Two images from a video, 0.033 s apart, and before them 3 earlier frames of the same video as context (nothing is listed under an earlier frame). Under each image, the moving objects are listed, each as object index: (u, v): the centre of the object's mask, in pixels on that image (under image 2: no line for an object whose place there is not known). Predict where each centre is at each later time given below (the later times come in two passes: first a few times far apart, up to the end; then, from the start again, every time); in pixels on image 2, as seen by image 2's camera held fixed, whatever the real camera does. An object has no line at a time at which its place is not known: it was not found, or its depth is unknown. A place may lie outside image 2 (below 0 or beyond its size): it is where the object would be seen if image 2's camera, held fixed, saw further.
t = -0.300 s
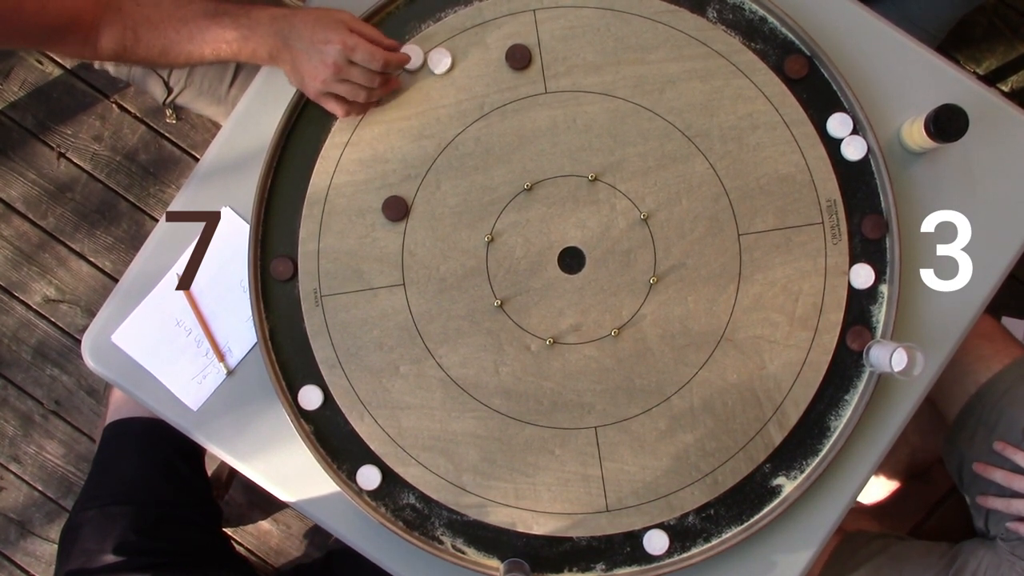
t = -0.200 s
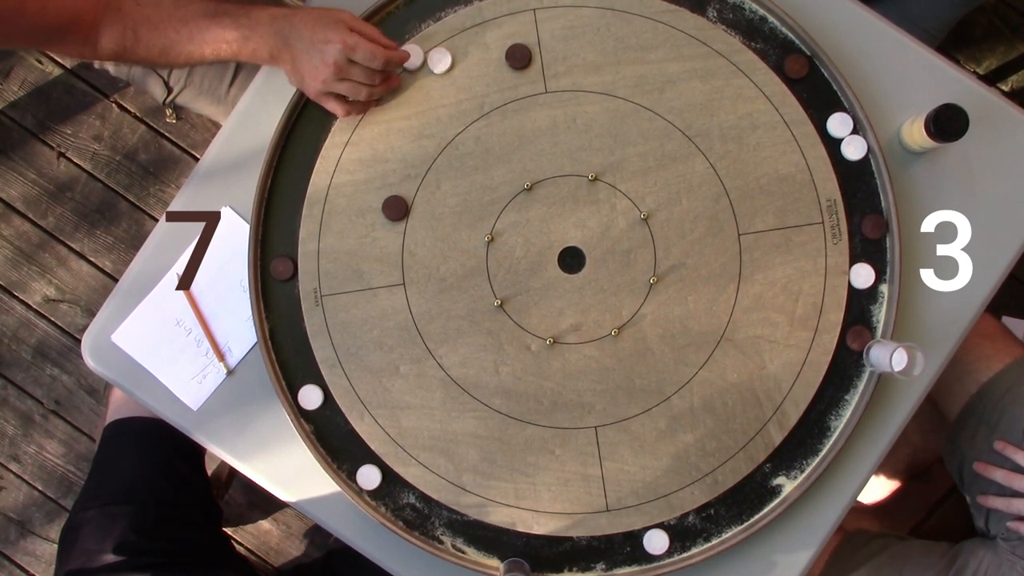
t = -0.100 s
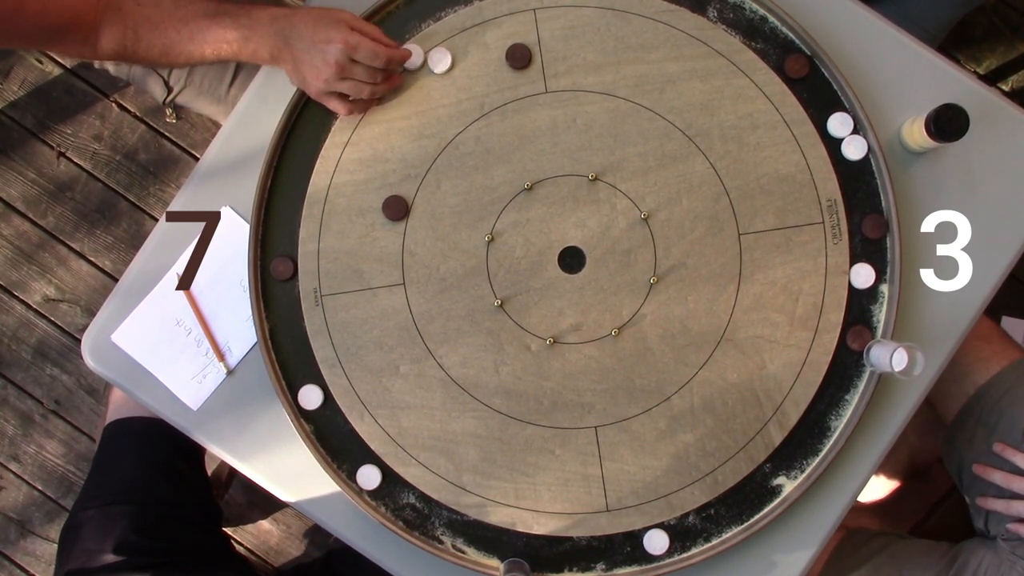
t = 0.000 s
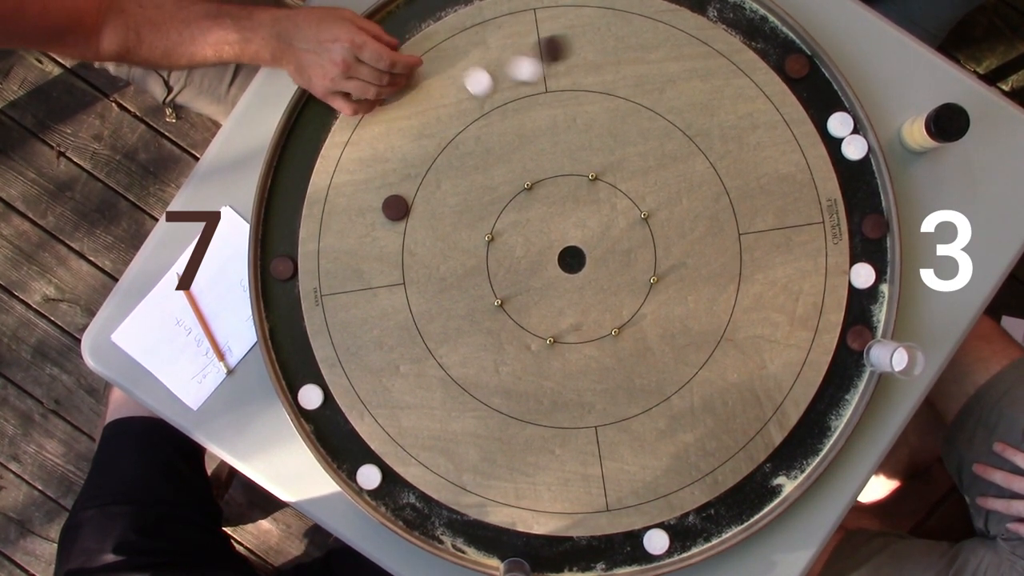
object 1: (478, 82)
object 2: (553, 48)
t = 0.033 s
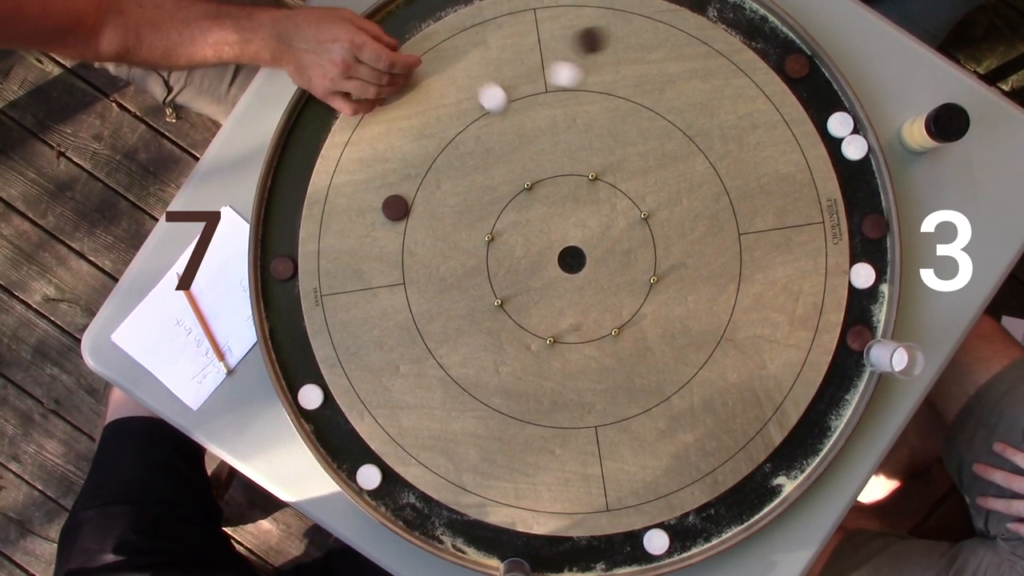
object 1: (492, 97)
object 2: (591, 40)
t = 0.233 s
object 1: (572, 184)
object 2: (764, 38)
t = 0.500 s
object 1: (648, 260)
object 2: (786, 55)
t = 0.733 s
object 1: (649, 238)
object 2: (780, 59)
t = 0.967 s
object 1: (650, 244)
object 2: (780, 59)
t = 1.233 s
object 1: (649, 244)
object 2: (779, 59)
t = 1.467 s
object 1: (649, 244)
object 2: (779, 58)
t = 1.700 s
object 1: (650, 244)
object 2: (780, 59)
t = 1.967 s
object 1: (649, 244)
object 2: (780, 59)
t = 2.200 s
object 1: (650, 244)
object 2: (780, 59)
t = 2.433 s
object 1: (650, 244)
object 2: (780, 59)
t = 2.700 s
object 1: (649, 244)
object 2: (780, 59)
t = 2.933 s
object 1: (649, 244)
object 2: (780, 59)
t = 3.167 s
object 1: (649, 244)
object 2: (780, 59)
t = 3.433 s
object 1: (649, 244)
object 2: (780, 59)
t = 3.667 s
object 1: (649, 244)
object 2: (780, 59)
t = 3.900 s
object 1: (649, 244)
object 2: (780, 59)
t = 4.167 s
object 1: (649, 244)
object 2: (780, 59)
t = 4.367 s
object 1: (649, 244)
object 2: (780, 59)
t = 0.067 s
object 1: (507, 113)
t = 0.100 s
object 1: (520, 128)
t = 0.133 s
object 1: (534, 143)
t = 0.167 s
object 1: (547, 157)
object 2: (732, 11)
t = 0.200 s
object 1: (560, 170)
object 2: (750, 27)
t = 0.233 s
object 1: (572, 184)
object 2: (764, 38)
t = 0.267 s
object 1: (583, 195)
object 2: (782, 43)
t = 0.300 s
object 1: (593, 206)
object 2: (782, 51)
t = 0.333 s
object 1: (603, 216)
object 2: (780, 59)
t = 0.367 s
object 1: (613, 225)
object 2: (784, 56)
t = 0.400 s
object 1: (622, 234)
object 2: (788, 54)
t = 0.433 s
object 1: (631, 244)
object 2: (791, 51)
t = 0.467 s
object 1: (640, 252)
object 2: (788, 54)
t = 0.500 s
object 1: (648, 260)
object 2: (786, 55)
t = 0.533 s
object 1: (650, 258)
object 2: (783, 57)
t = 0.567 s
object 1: (649, 251)
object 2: (780, 59)
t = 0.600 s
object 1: (649, 244)
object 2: (780, 59)
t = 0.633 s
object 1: (649, 239)
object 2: (780, 59)
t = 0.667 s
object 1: (649, 233)
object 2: (780, 59)
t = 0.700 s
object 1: (649, 235)
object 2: (780, 59)
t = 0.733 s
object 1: (649, 238)
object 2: (780, 59)
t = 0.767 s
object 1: (649, 241)
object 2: (780, 59)
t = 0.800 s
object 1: (649, 243)
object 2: (780, 59)
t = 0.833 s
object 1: (649, 244)
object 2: (780, 59)
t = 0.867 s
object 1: (649, 244)
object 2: (780, 59)
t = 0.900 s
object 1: (649, 244)
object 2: (780, 59)
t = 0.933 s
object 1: (649, 244)
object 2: (779, 58)
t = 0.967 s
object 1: (650, 244)
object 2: (780, 59)
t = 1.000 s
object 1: (649, 244)
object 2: (780, 59)
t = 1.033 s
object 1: (649, 244)
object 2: (780, 59)
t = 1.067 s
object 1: (649, 244)
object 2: (780, 59)
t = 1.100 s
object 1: (650, 244)
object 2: (780, 59)
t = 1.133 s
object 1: (650, 244)
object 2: (779, 58)
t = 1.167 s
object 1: (650, 244)
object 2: (780, 58)
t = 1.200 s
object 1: (650, 244)
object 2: (780, 59)
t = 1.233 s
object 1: (649, 244)
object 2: (779, 59)
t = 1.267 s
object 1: (649, 244)
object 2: (780, 58)
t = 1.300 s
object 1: (649, 244)
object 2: (780, 59)
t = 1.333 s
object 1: (649, 244)
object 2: (780, 59)
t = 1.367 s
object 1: (649, 244)
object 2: (780, 59)
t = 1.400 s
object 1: (650, 244)
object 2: (780, 59)
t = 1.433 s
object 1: (650, 244)
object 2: (780, 58)
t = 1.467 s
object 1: (649, 244)
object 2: (779, 58)
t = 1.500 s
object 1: (649, 244)
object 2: (780, 59)
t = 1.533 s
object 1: (650, 244)
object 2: (780, 59)
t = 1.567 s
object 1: (650, 244)
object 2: (780, 59)
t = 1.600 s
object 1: (649, 244)
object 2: (780, 59)
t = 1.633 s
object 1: (650, 244)
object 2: (780, 59)
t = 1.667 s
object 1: (650, 244)
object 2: (780, 59)
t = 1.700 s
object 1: (650, 244)
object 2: (780, 59)
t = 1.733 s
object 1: (650, 244)
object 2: (780, 59)
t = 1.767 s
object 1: (650, 244)
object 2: (780, 59)
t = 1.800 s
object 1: (650, 244)
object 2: (780, 59)
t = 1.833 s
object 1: (650, 244)
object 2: (780, 59)
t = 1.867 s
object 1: (649, 244)
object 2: (780, 59)
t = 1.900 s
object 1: (649, 244)
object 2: (780, 59)
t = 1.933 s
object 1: (649, 244)
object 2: (780, 59)
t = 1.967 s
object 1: (649, 244)
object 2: (780, 59)
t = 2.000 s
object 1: (649, 244)
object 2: (780, 59)
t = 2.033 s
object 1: (649, 244)
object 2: (780, 59)
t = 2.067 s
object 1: (649, 244)
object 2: (780, 59)
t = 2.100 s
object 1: (649, 244)
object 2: (780, 59)
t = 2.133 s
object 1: (649, 244)
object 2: (780, 59)
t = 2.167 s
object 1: (650, 244)
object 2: (780, 59)
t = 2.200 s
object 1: (650, 244)
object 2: (780, 59)
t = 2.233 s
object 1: (650, 244)
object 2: (780, 59)
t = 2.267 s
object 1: (650, 244)
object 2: (780, 59)
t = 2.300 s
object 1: (650, 244)
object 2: (780, 59)
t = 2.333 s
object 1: (650, 244)
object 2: (780, 59)
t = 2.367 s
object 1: (650, 244)
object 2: (780, 59)
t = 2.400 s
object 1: (650, 244)
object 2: (780, 59)
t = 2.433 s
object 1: (650, 244)
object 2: (780, 59)
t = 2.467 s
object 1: (649, 244)
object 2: (780, 59)
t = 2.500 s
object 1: (649, 244)
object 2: (780, 59)
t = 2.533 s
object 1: (649, 244)
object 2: (780, 59)
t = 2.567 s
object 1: (649, 244)
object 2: (780, 59)
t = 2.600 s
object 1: (649, 244)
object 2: (780, 59)
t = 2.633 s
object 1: (649, 244)
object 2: (780, 59)
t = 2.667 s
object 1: (649, 244)
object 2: (780, 59)
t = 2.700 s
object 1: (649, 244)
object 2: (780, 59)
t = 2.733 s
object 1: (649, 244)
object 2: (780, 59)
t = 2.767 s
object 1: (649, 244)
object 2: (780, 59)
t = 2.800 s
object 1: (649, 244)
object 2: (780, 59)
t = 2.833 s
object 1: (649, 244)
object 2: (780, 59)
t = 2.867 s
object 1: (649, 244)
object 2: (780, 59)
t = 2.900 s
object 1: (649, 244)
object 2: (780, 59)
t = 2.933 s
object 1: (649, 244)
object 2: (780, 59)
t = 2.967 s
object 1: (649, 244)
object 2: (780, 59)
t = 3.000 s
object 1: (649, 244)
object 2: (780, 59)
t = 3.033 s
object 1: (649, 244)
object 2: (780, 59)
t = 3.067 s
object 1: (649, 244)
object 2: (780, 59)
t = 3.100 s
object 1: (650, 244)
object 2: (780, 59)
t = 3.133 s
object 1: (649, 244)
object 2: (780, 59)
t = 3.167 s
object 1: (649, 244)
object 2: (780, 59)
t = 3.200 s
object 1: (649, 244)
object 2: (780, 59)
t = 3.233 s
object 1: (649, 244)
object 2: (780, 59)
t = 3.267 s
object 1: (649, 244)
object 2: (780, 59)
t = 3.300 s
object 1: (649, 244)
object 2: (780, 59)
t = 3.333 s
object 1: (649, 244)
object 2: (780, 59)
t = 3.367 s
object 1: (649, 244)
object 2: (780, 59)
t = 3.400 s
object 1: (649, 244)
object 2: (780, 59)
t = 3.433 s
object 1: (649, 244)
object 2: (780, 59)
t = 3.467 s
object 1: (649, 244)
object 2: (780, 59)
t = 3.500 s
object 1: (649, 244)
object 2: (780, 59)
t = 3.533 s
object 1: (649, 244)
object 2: (780, 59)
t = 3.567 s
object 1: (649, 244)
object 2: (780, 59)
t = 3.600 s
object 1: (649, 244)
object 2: (780, 59)
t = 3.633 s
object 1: (649, 244)
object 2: (780, 59)
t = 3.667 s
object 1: (649, 244)
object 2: (780, 59)
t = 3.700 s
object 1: (649, 244)
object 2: (780, 59)
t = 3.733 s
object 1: (649, 244)
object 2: (780, 59)
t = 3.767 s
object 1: (649, 244)
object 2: (780, 59)
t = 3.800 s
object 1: (649, 244)
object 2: (780, 59)
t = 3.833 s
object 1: (649, 244)
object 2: (780, 59)
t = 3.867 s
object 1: (649, 244)
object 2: (780, 59)
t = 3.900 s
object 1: (649, 244)
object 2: (780, 59)
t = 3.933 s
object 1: (649, 245)
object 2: (779, 60)
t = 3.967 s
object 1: (649, 244)
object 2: (780, 59)
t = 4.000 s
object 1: (649, 244)
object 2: (780, 59)
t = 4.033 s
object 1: (649, 244)
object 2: (780, 59)
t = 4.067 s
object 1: (649, 244)
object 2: (779, 59)
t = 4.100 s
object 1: (650, 244)
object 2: (780, 59)
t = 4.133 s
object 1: (649, 244)
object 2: (780, 59)
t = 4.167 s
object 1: (649, 244)
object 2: (780, 59)
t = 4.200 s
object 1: (649, 244)
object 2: (779, 59)
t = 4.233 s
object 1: (649, 244)
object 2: (780, 59)
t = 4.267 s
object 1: (649, 244)
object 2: (780, 59)
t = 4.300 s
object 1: (649, 244)
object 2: (780, 59)
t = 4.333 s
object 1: (649, 244)
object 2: (780, 59)
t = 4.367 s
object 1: (649, 244)
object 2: (780, 59)
